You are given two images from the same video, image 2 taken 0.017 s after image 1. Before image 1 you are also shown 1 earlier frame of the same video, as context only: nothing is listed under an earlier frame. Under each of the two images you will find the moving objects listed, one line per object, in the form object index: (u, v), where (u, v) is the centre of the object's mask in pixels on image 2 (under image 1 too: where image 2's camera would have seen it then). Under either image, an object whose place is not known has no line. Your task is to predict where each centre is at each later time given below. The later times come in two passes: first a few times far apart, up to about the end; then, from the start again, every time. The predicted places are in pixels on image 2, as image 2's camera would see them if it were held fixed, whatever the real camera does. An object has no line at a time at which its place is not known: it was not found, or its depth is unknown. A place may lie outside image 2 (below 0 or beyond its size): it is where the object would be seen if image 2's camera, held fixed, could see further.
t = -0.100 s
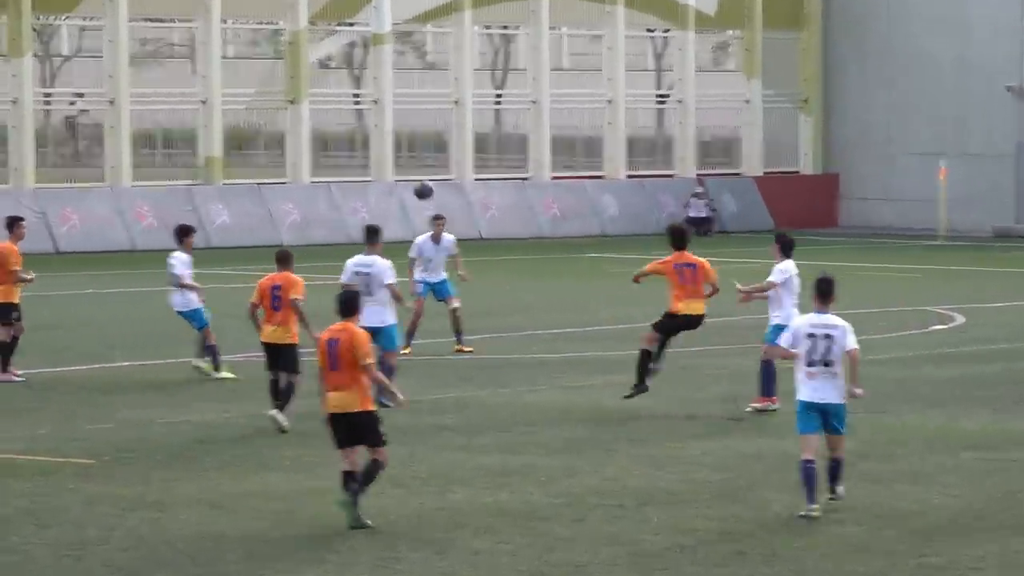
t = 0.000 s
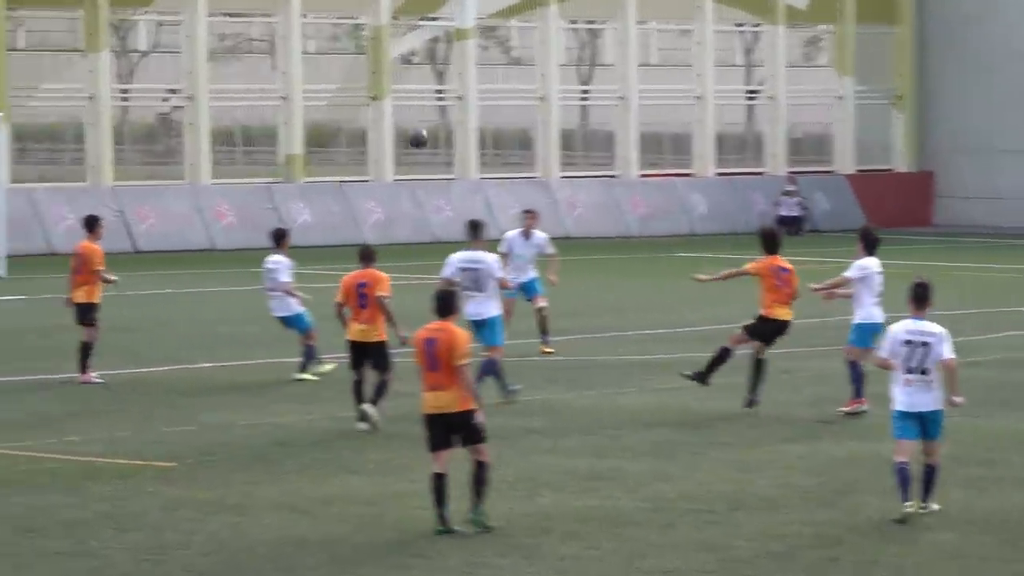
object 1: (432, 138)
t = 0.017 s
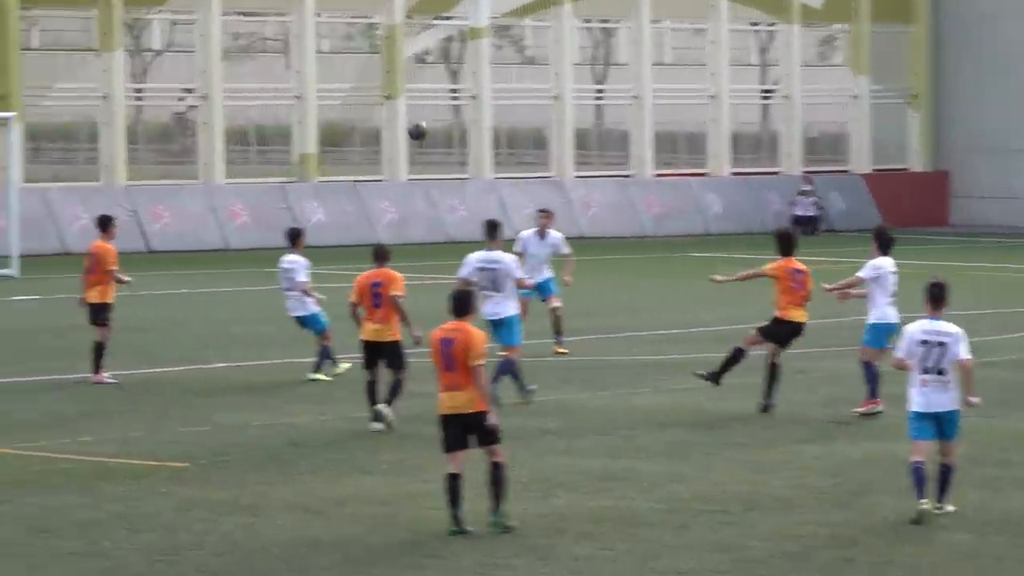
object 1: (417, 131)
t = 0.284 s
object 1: (199, 47)
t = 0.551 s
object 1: (12, 16)
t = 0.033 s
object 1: (403, 124)
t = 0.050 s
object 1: (388, 117)
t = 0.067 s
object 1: (374, 111)
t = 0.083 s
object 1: (359, 105)
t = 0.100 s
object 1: (345, 98)
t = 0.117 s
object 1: (331, 92)
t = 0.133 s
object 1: (318, 87)
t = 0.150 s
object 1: (304, 82)
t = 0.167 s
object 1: (290, 77)
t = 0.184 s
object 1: (277, 72)
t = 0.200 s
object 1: (263, 67)
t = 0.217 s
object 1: (250, 63)
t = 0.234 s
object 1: (238, 58)
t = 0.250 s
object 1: (225, 54)
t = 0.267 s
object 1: (212, 50)
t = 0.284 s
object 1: (199, 47)
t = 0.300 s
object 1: (187, 43)
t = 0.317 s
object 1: (175, 40)
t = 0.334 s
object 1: (163, 38)
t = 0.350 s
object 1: (151, 34)
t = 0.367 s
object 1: (139, 32)
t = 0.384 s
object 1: (127, 29)
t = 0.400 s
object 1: (116, 27)
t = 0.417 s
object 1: (104, 25)
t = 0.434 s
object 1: (92, 23)
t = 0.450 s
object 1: (81, 22)
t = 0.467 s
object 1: (69, 20)
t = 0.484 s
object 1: (57, 19)
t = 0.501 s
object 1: (46, 18)
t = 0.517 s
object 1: (34, 17)
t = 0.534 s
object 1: (23, 16)
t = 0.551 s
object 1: (12, 16)
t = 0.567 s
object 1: (0, 16)
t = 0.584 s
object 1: (-12, 16)
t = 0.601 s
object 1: (-24, 16)
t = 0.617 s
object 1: (-35, 16)
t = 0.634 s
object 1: (-46, 17)
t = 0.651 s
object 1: (-57, 17)
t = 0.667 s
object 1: (-68, 18)
